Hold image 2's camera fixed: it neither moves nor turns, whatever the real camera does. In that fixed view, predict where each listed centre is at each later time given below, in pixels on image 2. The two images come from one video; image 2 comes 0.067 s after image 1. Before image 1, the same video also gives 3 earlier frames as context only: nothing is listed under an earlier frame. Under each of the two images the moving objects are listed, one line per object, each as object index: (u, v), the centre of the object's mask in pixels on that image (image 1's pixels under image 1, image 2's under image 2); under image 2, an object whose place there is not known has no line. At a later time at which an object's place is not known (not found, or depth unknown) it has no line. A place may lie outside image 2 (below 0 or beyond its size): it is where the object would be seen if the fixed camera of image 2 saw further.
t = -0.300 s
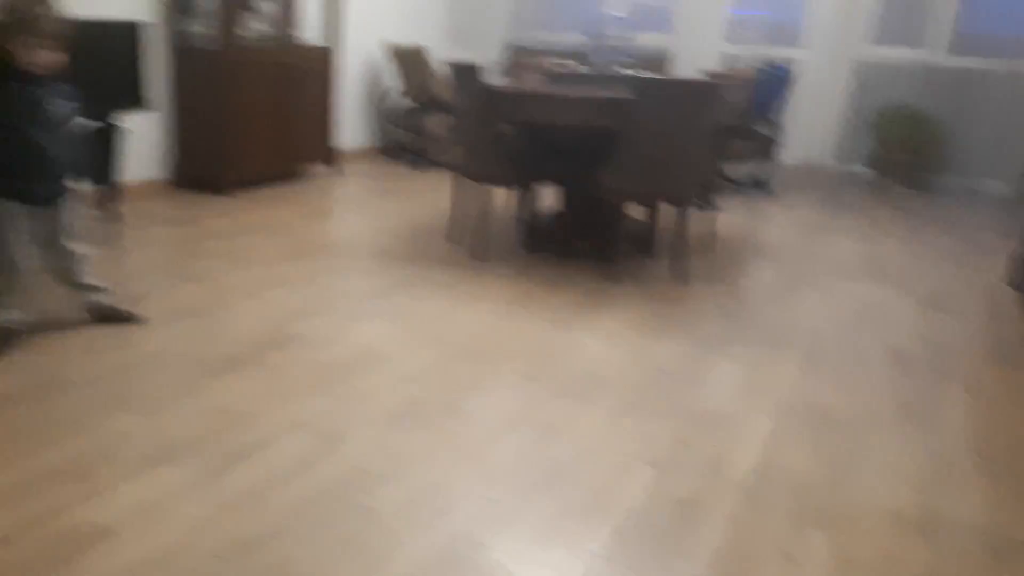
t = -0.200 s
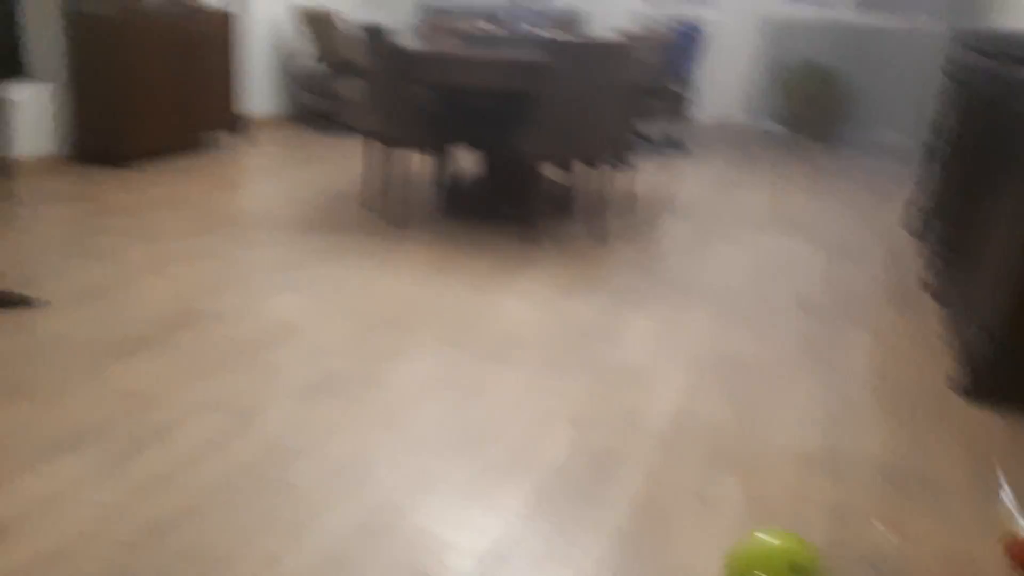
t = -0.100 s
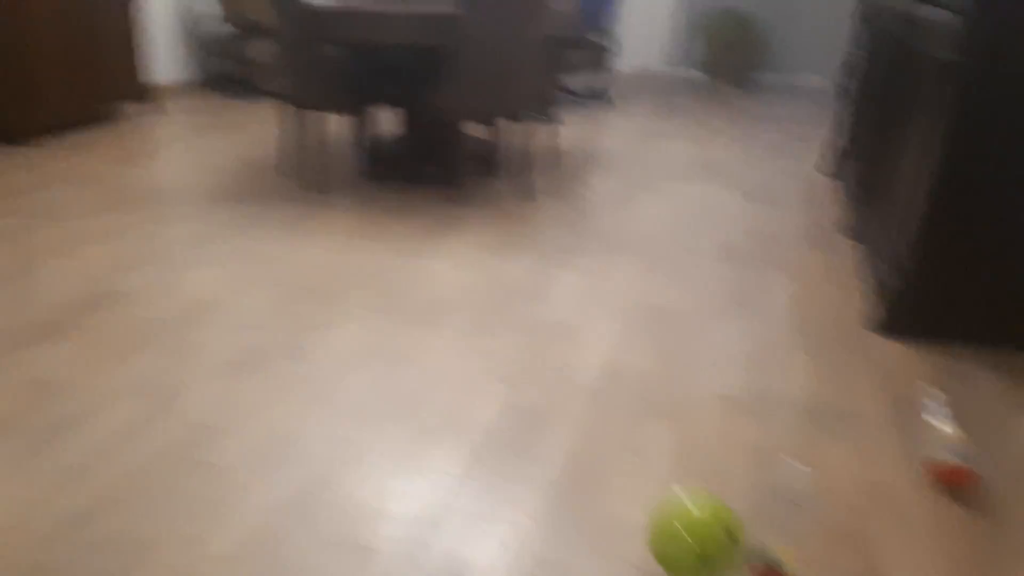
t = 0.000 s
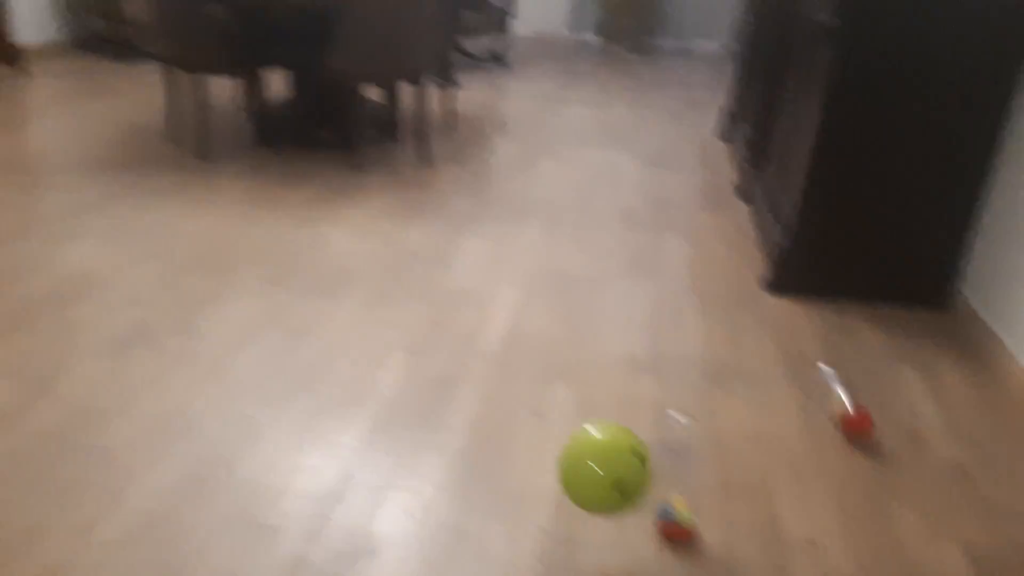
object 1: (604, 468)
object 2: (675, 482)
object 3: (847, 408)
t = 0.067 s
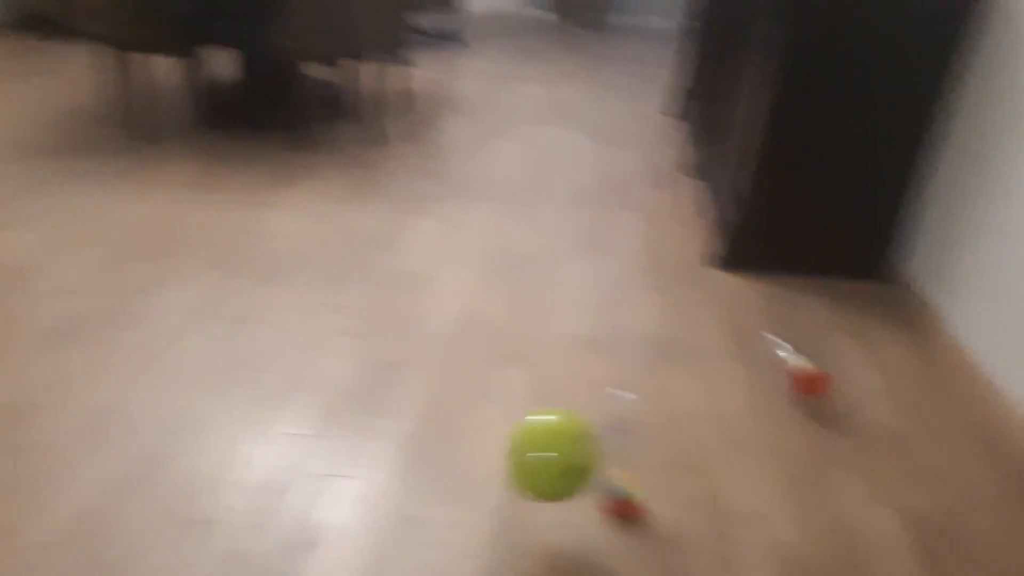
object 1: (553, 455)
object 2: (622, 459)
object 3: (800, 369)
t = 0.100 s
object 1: (549, 468)
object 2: (623, 461)
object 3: (805, 372)
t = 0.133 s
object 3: (810, 377)
